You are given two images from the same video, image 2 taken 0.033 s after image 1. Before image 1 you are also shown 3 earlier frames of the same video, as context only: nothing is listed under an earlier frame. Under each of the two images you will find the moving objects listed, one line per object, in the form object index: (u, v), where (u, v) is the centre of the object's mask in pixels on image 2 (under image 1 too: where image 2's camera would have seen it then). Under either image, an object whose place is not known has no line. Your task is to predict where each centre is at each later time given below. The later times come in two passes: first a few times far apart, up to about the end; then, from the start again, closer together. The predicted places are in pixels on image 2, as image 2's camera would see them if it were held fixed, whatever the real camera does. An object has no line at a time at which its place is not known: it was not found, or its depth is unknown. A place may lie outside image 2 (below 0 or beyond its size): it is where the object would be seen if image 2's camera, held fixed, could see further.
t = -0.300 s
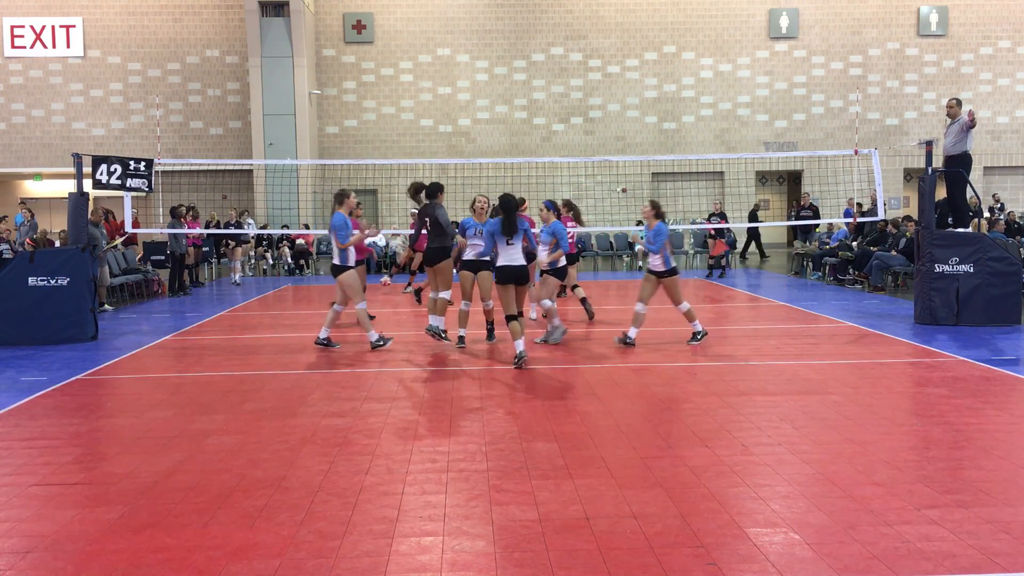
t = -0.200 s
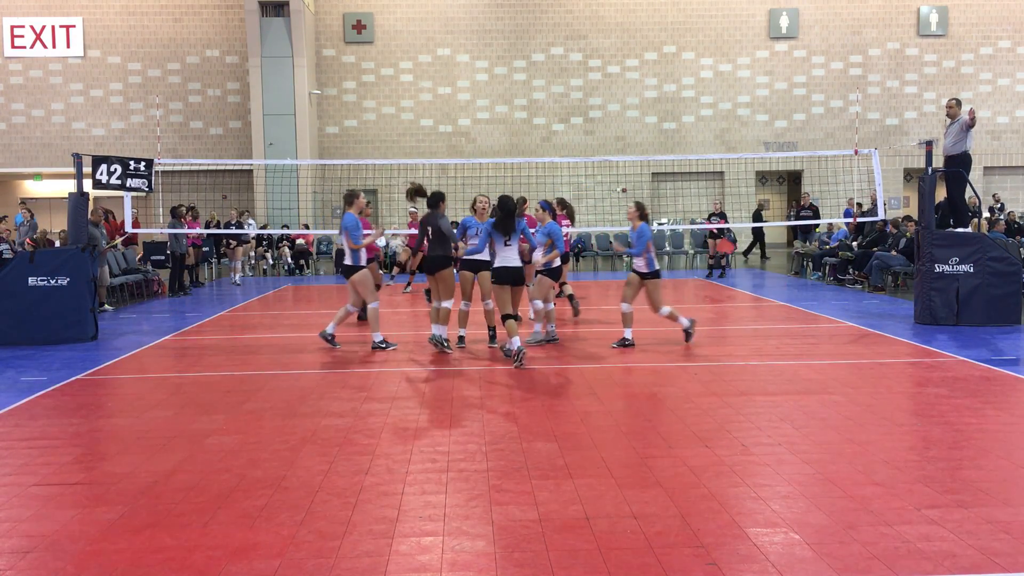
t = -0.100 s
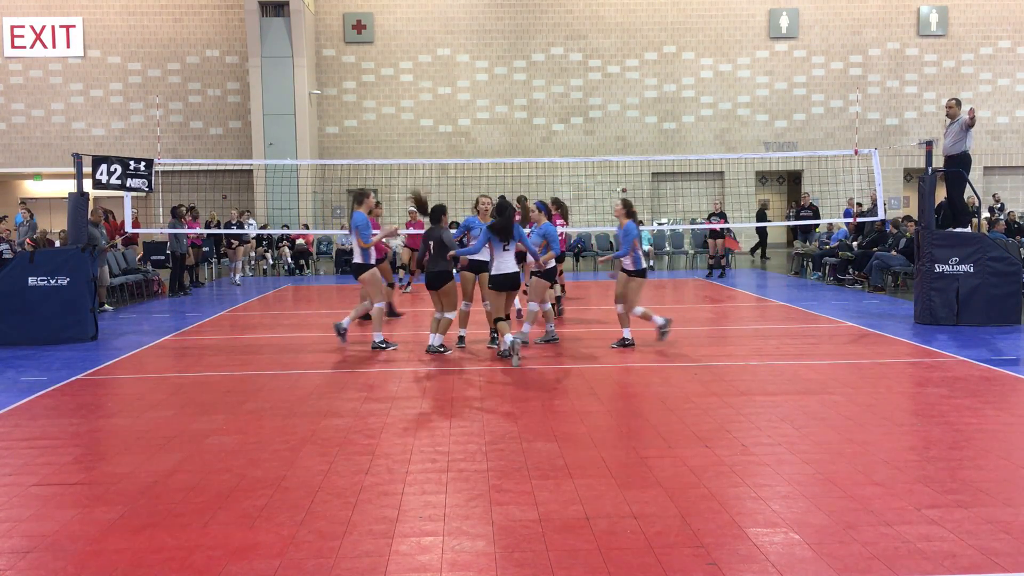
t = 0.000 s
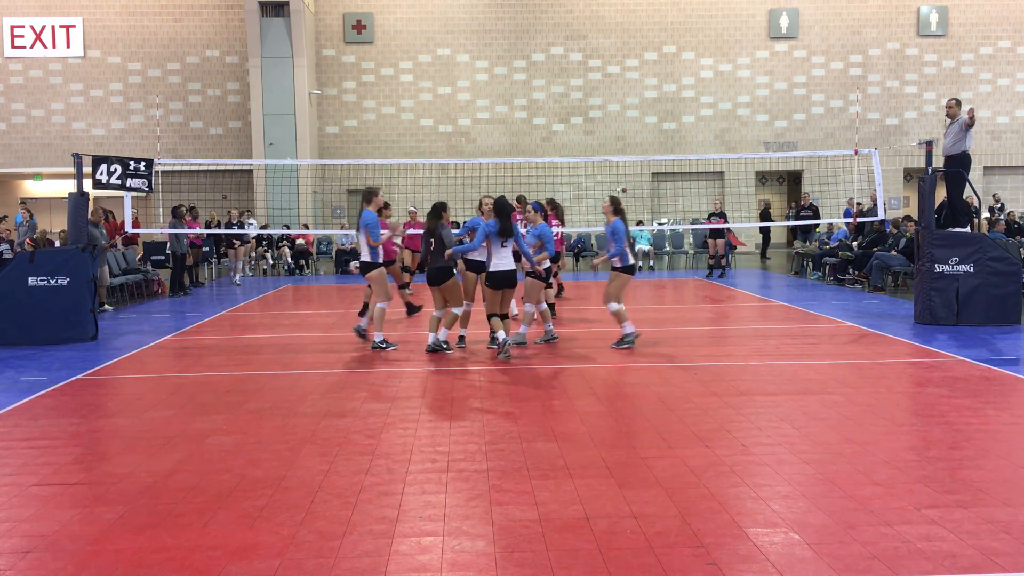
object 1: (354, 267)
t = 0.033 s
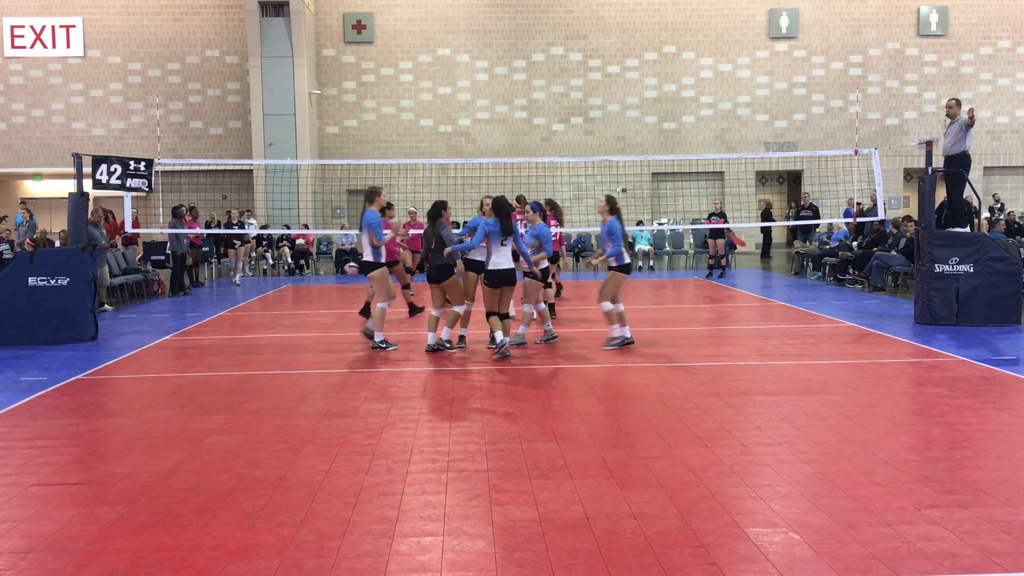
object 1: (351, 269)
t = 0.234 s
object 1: (323, 293)
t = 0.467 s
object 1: (285, 322)
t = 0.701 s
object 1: (245, 329)
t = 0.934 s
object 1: (195, 374)
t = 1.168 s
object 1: (137, 381)
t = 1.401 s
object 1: (62, 432)
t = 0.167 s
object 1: (333, 281)
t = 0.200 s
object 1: (328, 286)
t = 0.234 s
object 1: (323, 293)
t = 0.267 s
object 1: (318, 302)
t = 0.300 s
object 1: (312, 310)
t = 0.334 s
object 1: (307, 321)
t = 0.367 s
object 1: (300, 332)
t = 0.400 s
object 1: (296, 329)
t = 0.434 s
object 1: (291, 325)
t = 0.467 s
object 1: (285, 322)
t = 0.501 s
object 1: (280, 320)
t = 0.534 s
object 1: (274, 319)
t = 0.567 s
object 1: (269, 319)
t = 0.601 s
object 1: (264, 320)
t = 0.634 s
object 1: (257, 322)
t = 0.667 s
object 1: (251, 325)
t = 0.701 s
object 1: (245, 329)
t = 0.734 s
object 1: (238, 335)
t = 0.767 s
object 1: (232, 341)
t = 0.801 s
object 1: (224, 350)
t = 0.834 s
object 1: (218, 360)
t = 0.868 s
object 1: (210, 374)
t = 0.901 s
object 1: (203, 378)
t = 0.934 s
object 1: (195, 374)
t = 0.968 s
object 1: (188, 372)
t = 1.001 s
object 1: (180, 370)
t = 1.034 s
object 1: (172, 369)
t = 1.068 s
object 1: (163, 371)
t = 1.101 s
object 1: (155, 373)
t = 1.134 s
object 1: (146, 376)
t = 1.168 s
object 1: (137, 381)
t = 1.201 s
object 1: (127, 390)
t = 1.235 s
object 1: (118, 397)
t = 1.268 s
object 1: (108, 409)
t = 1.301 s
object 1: (96, 423)
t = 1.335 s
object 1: (86, 435)
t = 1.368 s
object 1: (74, 433)
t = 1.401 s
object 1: (62, 432)
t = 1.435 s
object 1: (48, 432)
